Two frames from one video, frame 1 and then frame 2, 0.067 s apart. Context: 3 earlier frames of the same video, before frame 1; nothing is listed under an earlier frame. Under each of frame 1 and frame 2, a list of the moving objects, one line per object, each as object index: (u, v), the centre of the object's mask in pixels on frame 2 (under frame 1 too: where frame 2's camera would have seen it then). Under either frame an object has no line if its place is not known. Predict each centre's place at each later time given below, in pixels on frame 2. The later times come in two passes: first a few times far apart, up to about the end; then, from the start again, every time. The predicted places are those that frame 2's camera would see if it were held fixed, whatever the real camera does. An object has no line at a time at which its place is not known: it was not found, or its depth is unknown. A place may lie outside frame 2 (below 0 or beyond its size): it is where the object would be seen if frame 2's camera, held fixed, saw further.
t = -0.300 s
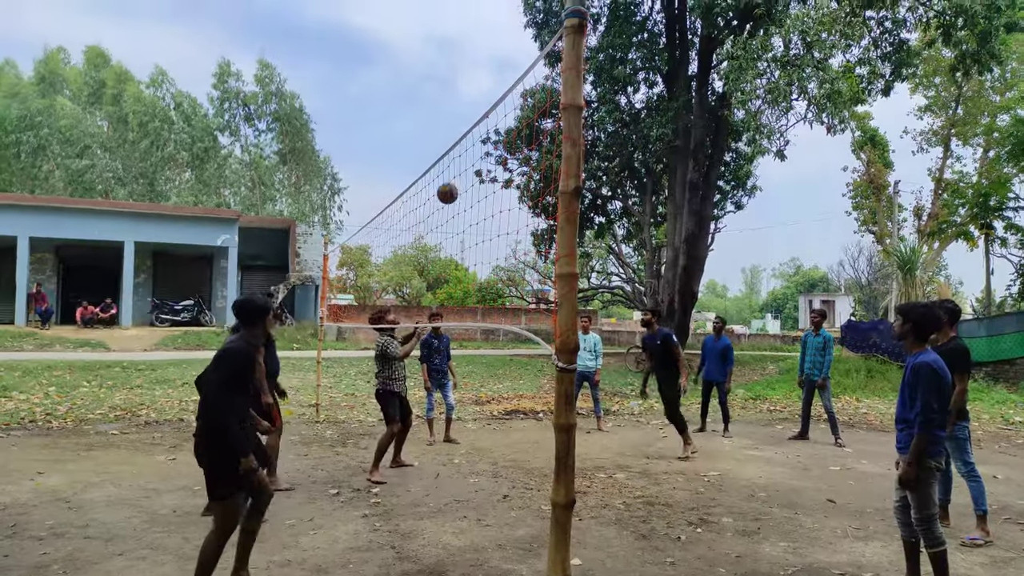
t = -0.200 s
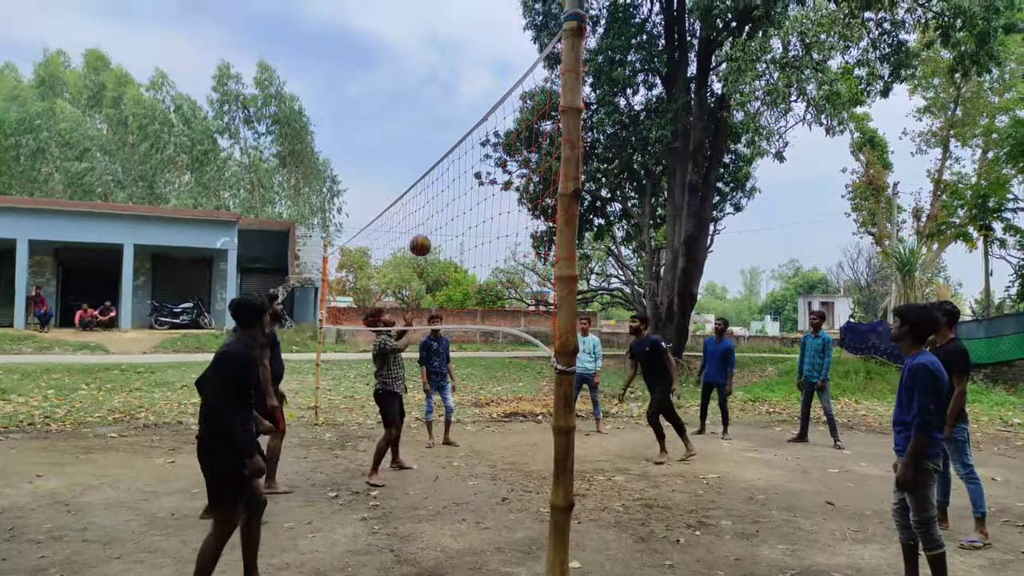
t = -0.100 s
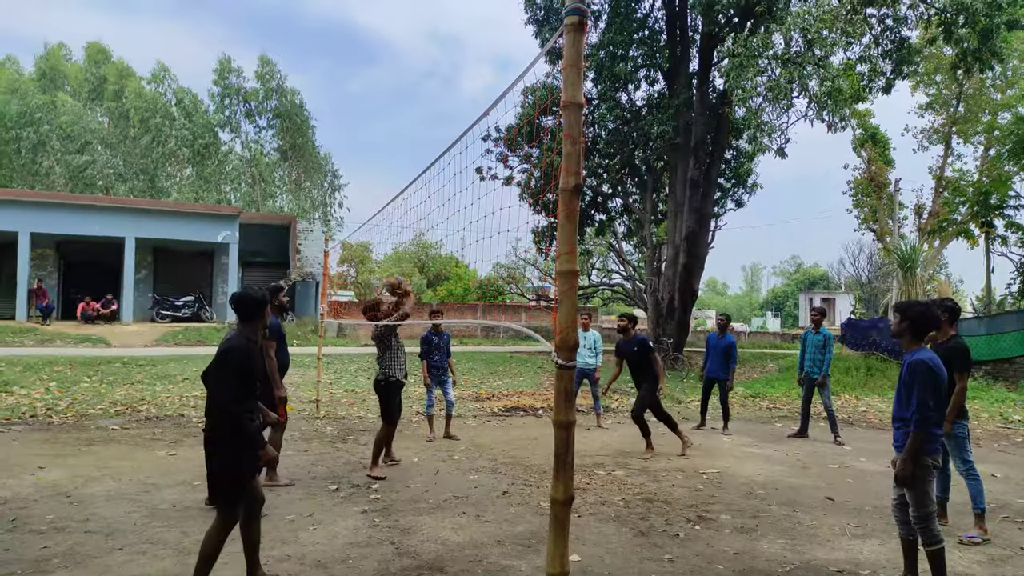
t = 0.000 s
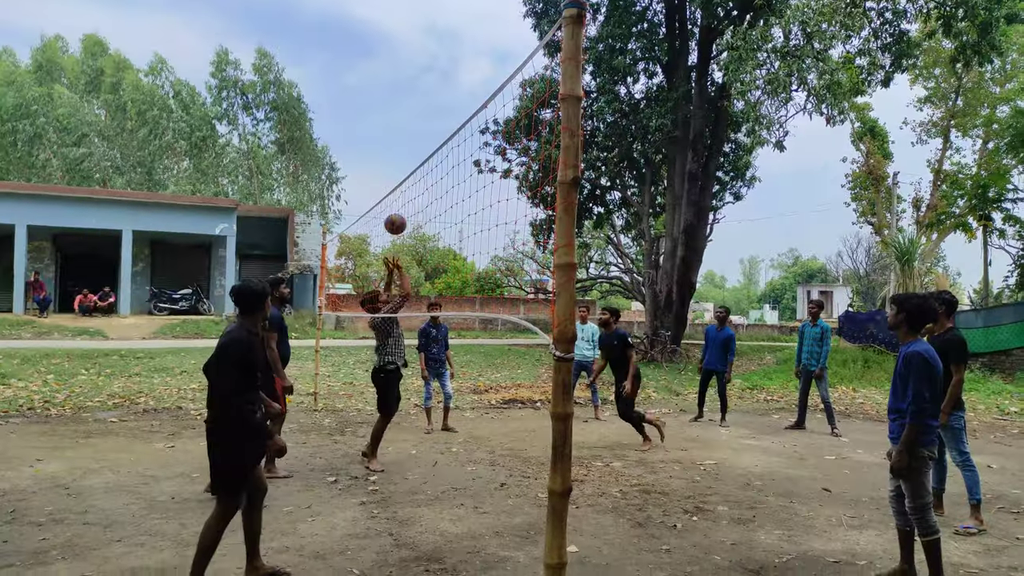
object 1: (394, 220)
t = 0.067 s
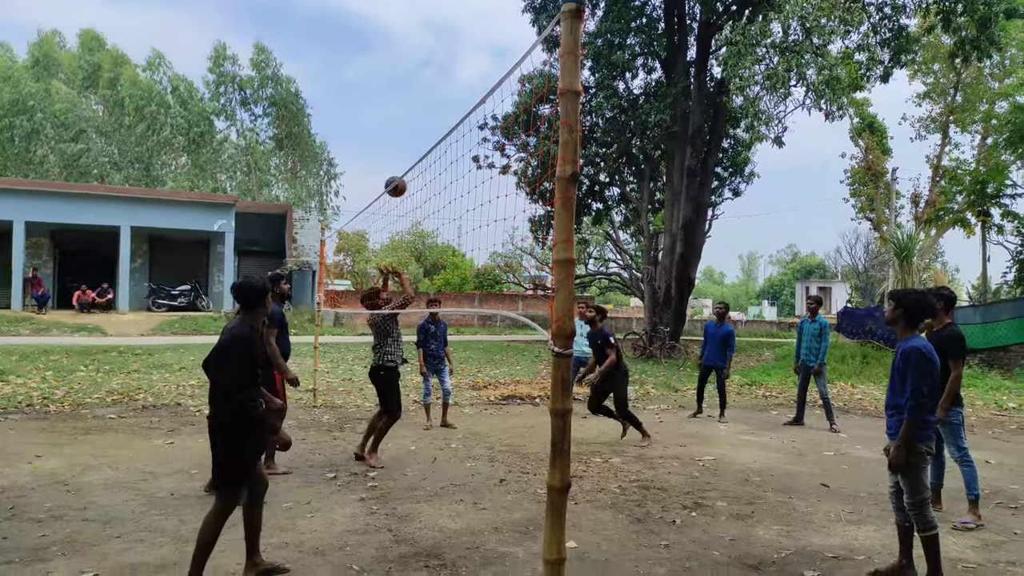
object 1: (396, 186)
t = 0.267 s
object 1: (400, 113)
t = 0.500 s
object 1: (402, 77)
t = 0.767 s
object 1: (405, 100)
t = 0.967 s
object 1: (404, 162)
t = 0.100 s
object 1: (395, 171)
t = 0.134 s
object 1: (397, 157)
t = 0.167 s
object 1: (398, 145)
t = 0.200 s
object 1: (399, 133)
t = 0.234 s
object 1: (399, 122)
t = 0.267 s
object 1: (400, 113)
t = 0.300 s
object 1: (401, 105)
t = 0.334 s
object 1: (401, 98)
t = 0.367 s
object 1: (401, 91)
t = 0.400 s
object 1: (402, 86)
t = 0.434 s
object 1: (402, 81)
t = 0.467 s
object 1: (402, 78)
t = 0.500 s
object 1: (402, 77)
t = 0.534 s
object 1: (402, 76)
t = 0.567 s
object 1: (403, 76)
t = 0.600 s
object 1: (404, 77)
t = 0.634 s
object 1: (404, 80)
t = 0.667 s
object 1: (404, 83)
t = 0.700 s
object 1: (404, 88)
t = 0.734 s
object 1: (405, 94)
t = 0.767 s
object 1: (405, 100)
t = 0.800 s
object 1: (405, 108)
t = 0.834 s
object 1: (404, 117)
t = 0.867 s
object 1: (404, 127)
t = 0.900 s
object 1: (404, 138)
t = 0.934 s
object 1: (404, 150)
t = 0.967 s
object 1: (404, 162)
